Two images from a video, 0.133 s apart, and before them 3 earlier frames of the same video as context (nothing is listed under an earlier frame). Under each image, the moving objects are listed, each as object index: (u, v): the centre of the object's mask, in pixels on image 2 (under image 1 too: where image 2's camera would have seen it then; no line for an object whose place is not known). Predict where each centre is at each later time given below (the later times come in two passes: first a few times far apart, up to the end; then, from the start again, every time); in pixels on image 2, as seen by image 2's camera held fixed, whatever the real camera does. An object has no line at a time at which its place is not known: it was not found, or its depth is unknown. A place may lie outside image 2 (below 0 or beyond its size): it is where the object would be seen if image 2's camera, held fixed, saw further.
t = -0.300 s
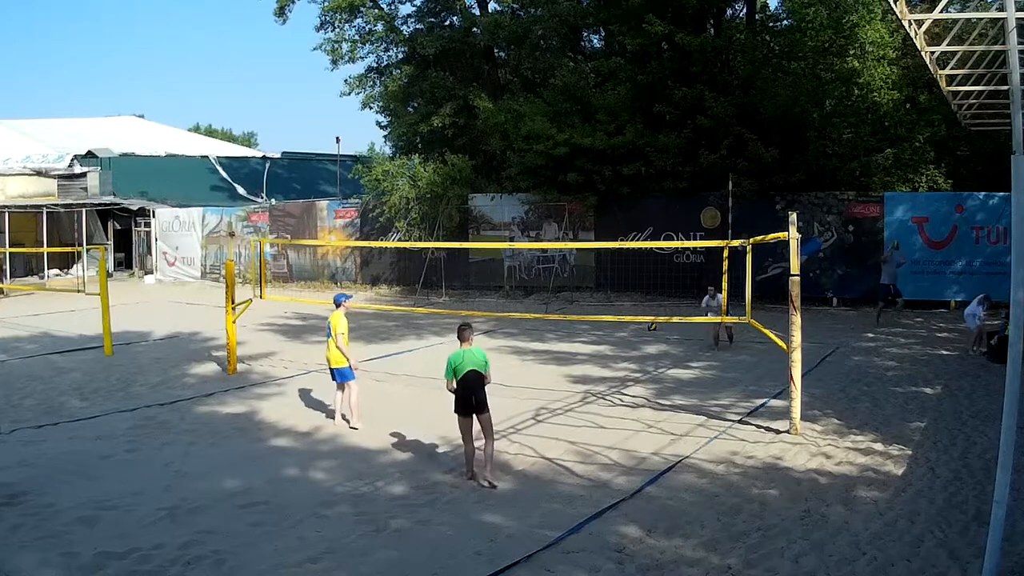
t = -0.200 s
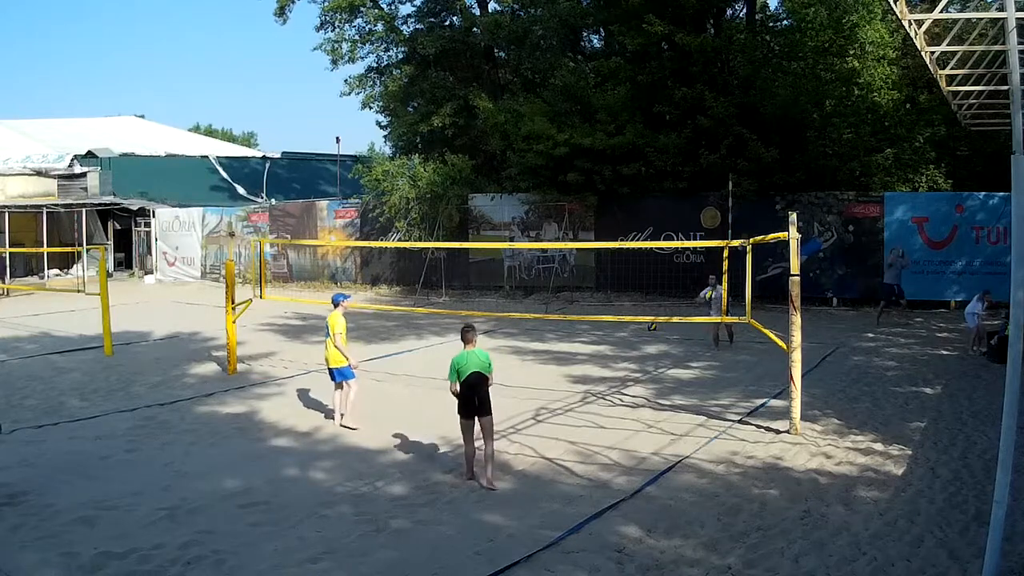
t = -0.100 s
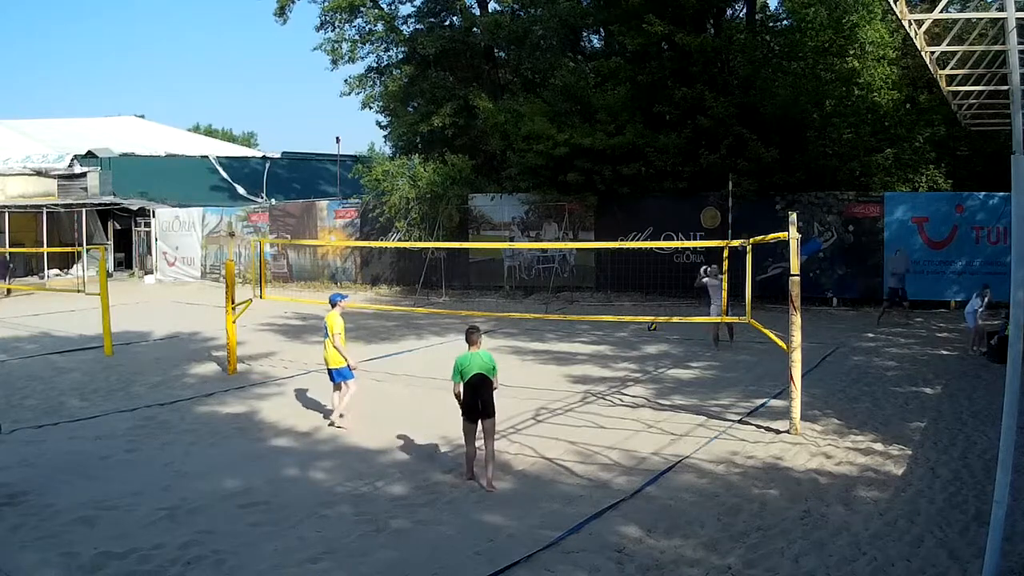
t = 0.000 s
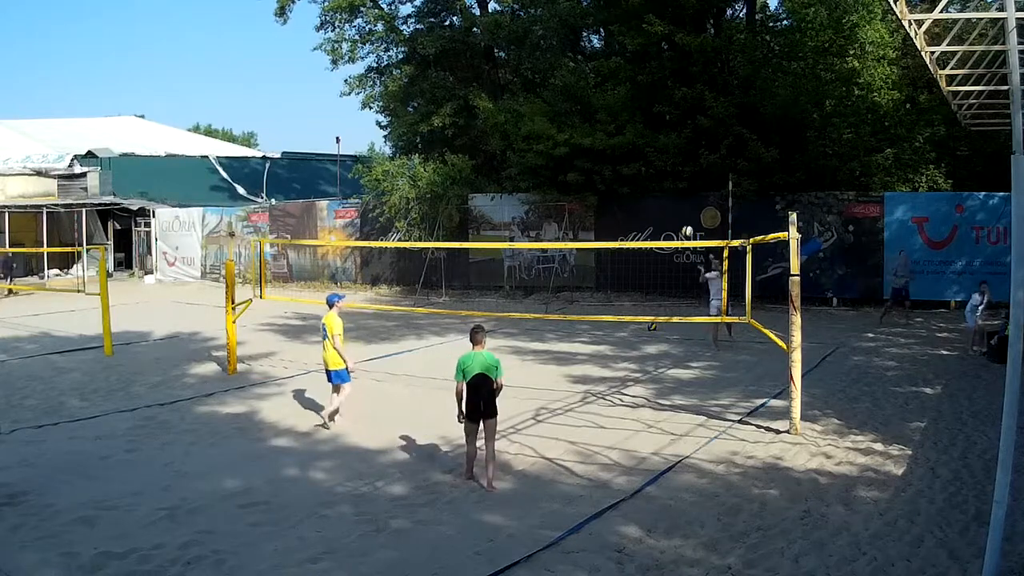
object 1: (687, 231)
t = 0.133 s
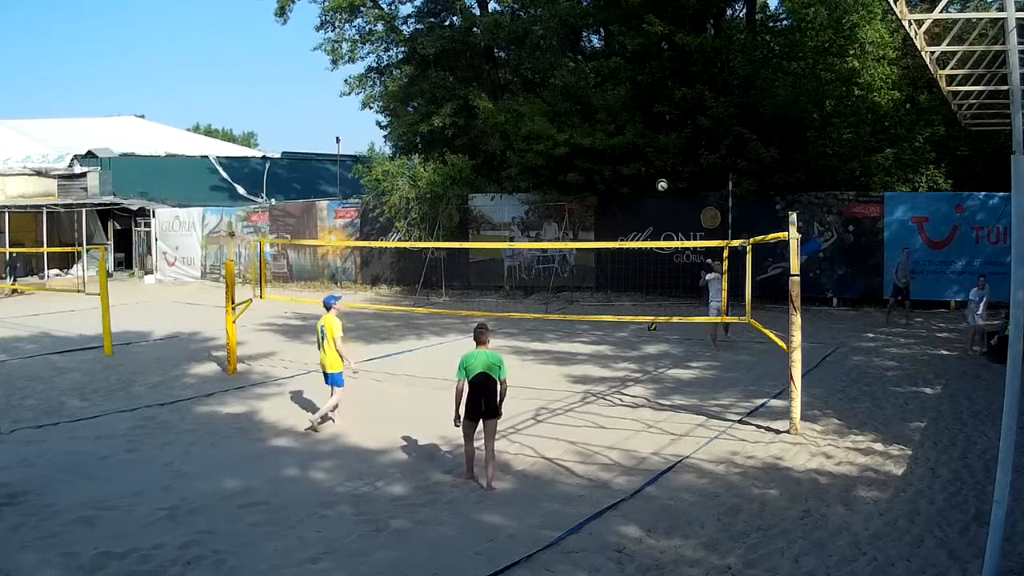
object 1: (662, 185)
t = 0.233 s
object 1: (642, 155)
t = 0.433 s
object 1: (603, 109)
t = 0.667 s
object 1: (555, 83)
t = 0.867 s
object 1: (510, 87)
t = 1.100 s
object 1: (454, 129)
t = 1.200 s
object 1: (428, 160)
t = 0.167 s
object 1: (655, 174)
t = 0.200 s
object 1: (648, 164)
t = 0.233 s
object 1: (642, 155)
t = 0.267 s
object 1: (636, 146)
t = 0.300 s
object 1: (629, 138)
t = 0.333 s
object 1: (623, 130)
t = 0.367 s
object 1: (617, 122)
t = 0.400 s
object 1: (610, 115)
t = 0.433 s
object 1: (603, 109)
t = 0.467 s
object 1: (597, 104)
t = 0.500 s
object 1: (590, 99)
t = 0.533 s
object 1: (583, 94)
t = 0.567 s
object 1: (576, 91)
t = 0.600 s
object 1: (569, 88)
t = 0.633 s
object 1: (562, 85)
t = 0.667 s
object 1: (555, 83)
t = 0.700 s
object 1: (548, 82)
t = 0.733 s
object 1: (541, 82)
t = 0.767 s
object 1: (533, 82)
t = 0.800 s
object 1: (526, 83)
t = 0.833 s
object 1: (518, 85)
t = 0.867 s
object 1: (510, 87)
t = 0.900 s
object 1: (502, 90)
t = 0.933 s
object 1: (495, 95)
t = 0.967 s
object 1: (487, 99)
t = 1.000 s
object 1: (478, 105)
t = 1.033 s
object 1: (470, 112)
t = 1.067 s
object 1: (462, 120)
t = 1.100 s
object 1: (454, 129)
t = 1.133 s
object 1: (446, 139)
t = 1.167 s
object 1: (437, 149)
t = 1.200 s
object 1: (428, 160)
